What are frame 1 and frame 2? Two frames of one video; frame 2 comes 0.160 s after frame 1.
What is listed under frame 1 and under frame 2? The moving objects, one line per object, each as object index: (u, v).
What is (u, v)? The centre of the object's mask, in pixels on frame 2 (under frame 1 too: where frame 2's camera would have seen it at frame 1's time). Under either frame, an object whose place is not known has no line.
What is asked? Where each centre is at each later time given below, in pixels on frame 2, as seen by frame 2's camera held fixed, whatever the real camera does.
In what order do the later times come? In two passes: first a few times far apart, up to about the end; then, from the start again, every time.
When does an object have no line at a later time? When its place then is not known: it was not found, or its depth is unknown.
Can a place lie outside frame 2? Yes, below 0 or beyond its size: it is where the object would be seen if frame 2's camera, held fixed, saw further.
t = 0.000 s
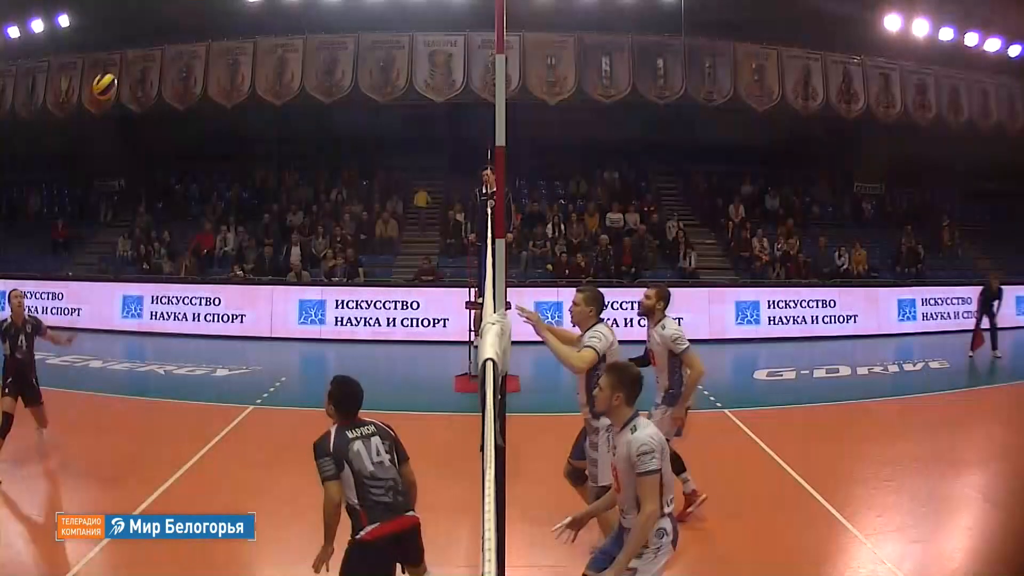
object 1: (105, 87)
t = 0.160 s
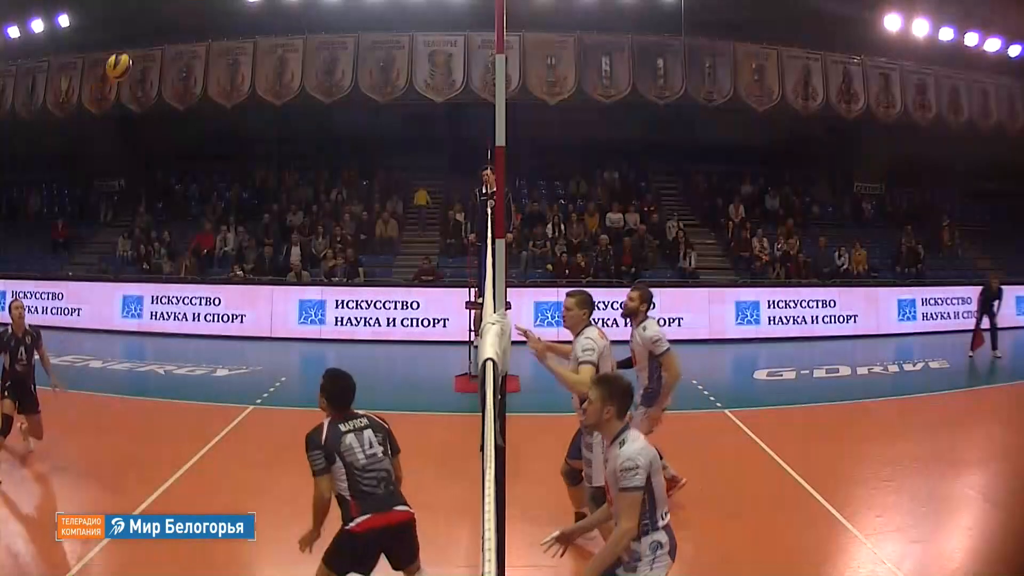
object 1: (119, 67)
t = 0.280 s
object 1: (127, 61)
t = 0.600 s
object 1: (163, 78)
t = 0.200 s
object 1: (118, 64)
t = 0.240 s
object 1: (123, 61)
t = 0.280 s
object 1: (127, 61)
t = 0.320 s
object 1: (131, 57)
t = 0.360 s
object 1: (138, 59)
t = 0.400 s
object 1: (141, 59)
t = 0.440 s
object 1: (144, 61)
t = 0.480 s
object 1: (149, 64)
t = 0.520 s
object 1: (153, 69)
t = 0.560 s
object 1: (158, 73)
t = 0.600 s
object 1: (163, 78)
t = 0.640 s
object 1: (165, 86)
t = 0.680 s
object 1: (169, 96)
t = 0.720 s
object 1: (166, 108)
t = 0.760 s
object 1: (180, 118)
